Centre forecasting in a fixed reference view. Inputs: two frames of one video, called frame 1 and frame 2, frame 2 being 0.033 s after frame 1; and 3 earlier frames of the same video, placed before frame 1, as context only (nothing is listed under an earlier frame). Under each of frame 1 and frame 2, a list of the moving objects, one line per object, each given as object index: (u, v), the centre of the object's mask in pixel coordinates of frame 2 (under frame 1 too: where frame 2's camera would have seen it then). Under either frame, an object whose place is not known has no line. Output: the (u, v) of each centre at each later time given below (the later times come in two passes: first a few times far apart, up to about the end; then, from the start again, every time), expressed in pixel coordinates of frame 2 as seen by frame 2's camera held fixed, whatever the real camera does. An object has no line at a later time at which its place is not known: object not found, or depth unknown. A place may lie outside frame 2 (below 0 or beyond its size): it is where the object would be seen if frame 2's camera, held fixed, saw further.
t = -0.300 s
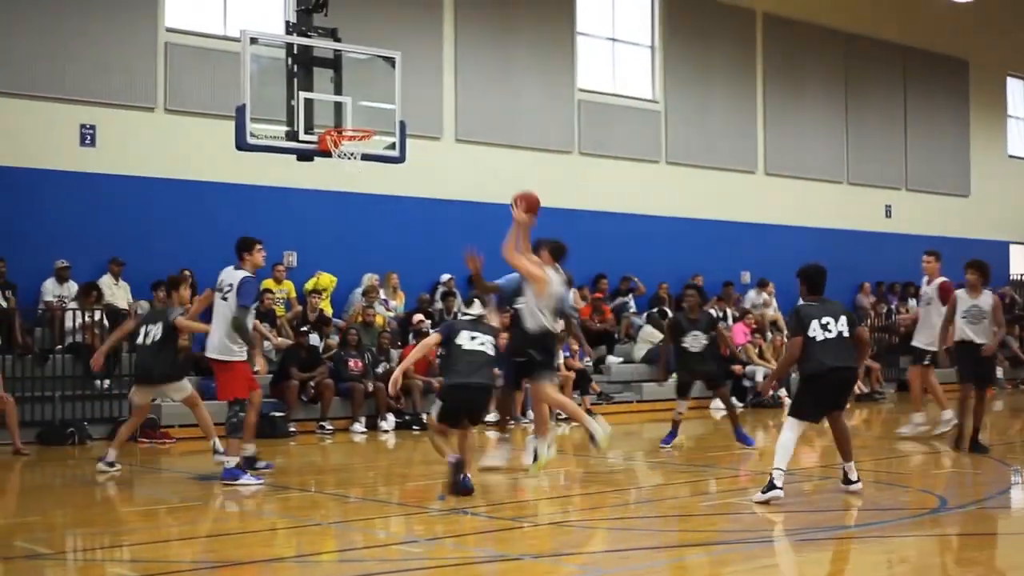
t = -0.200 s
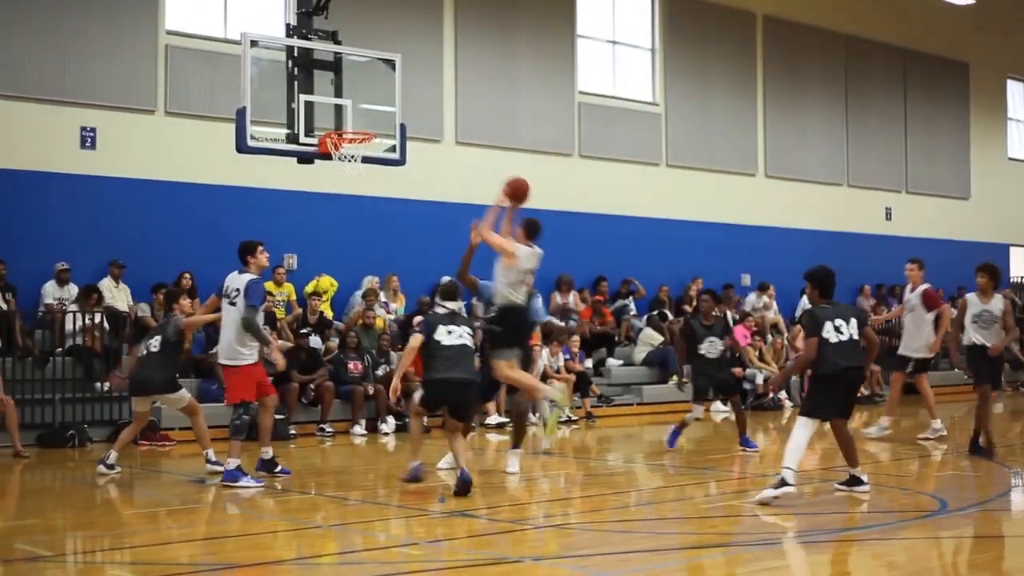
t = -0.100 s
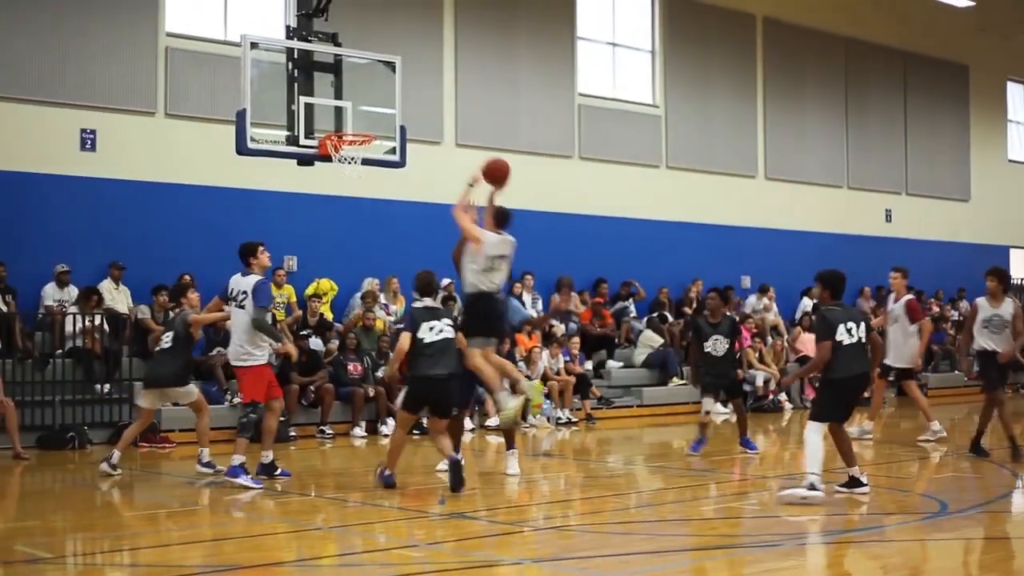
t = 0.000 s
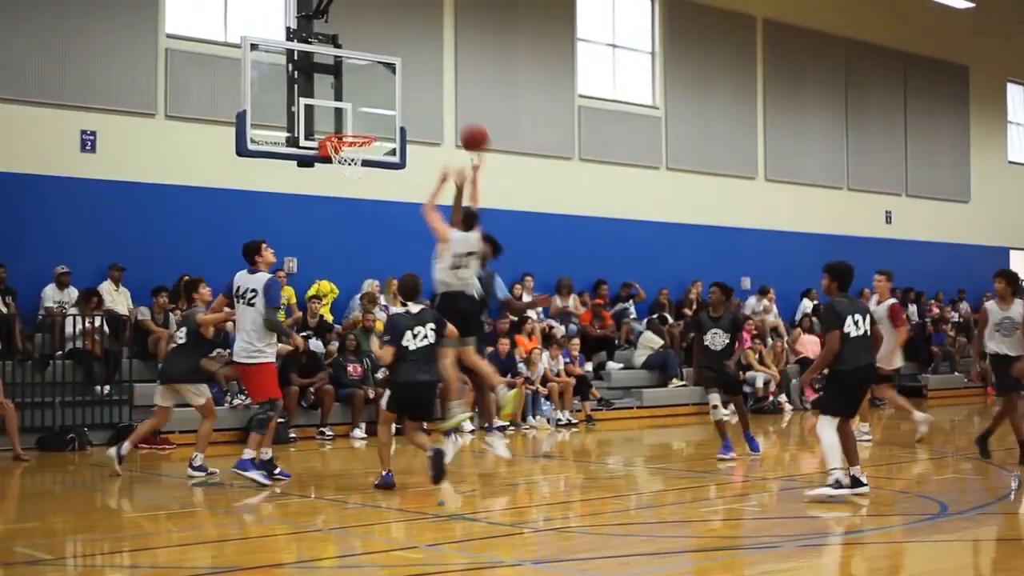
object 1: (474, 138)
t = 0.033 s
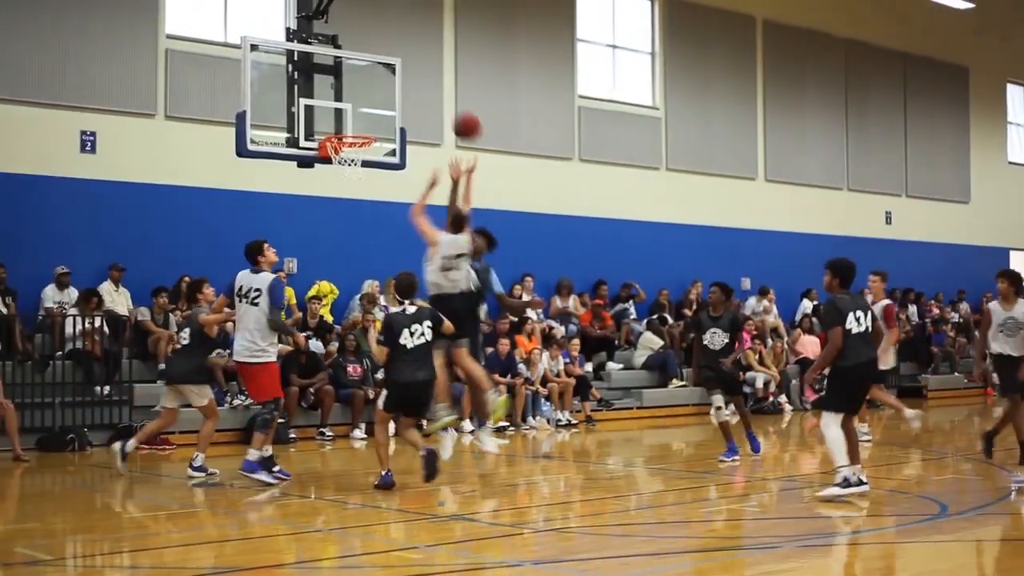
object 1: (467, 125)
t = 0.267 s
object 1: (414, 76)
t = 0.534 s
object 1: (360, 91)
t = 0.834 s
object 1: (359, 148)
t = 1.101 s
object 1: (335, 157)
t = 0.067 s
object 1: (459, 114)
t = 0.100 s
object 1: (451, 105)
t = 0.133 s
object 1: (443, 96)
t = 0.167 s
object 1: (435, 89)
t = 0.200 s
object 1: (428, 83)
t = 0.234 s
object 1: (421, 79)
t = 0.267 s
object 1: (414, 76)
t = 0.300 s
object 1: (407, 74)
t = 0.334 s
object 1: (400, 73)
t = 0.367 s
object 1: (393, 73)
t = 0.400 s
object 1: (385, 74)
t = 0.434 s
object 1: (379, 77)
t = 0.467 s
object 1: (373, 81)
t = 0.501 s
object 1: (366, 85)
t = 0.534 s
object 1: (360, 91)
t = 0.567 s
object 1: (355, 98)
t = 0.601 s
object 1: (348, 106)
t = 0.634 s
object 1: (342, 115)
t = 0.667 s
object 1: (345, 120)
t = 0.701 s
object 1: (351, 125)
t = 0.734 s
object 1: (359, 129)
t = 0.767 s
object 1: (364, 139)
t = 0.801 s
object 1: (364, 144)
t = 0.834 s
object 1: (359, 148)
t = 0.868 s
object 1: (357, 150)
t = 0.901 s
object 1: (354, 148)
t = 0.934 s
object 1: (351, 150)
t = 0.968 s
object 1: (347, 150)
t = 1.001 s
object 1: (341, 153)
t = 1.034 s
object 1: (338, 151)
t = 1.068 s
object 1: (336, 155)
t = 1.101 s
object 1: (335, 157)
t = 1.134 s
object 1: (334, 158)
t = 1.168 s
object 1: (335, 161)
